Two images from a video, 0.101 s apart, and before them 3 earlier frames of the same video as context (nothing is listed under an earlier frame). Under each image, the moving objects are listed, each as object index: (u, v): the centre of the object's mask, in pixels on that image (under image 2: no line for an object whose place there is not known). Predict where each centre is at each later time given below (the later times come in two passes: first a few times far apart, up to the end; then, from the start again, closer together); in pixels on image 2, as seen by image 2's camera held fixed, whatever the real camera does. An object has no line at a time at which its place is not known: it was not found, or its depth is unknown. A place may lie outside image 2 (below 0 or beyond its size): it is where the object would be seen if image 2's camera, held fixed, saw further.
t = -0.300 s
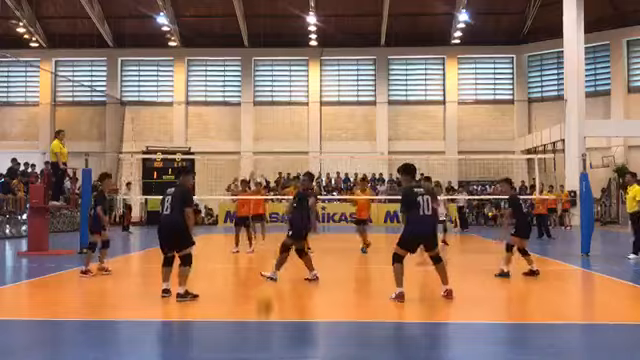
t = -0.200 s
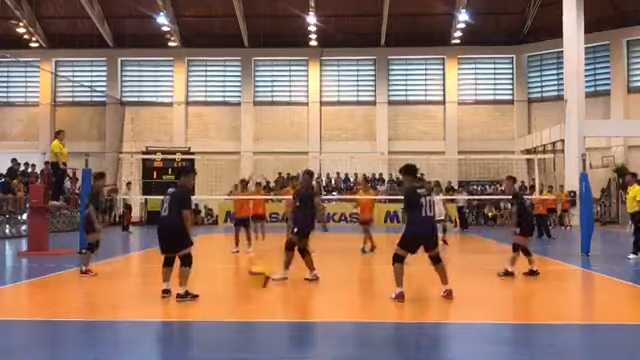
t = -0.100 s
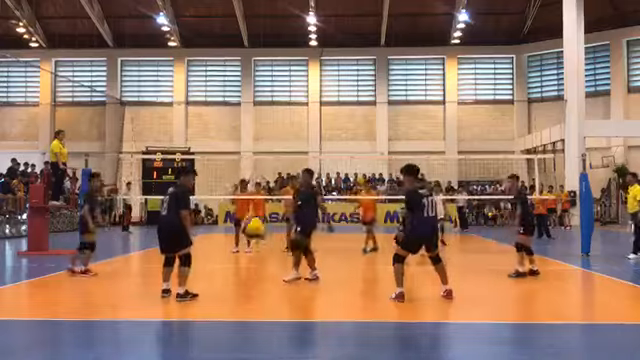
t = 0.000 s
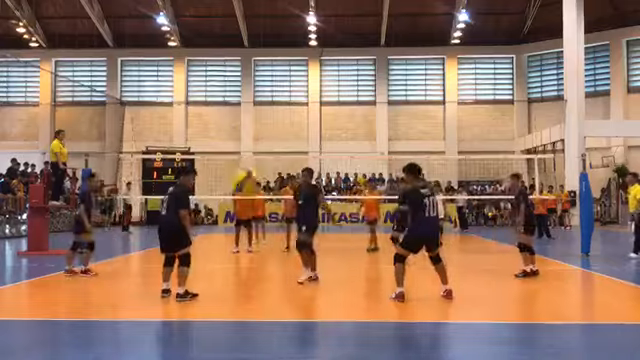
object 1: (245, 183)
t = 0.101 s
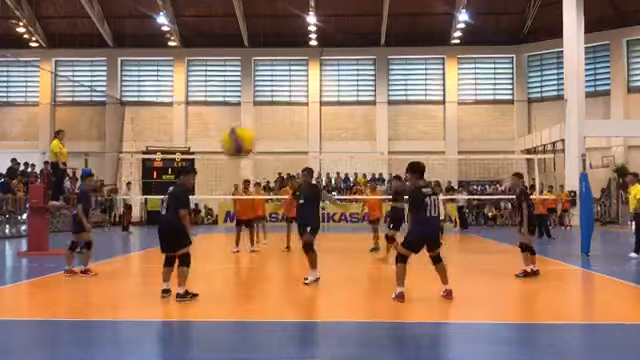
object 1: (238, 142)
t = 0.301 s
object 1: (204, 82)
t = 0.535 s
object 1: (90, 154)
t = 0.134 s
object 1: (232, 130)
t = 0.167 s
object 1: (228, 118)
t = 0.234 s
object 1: (219, 97)
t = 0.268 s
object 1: (212, 89)
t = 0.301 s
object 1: (204, 82)
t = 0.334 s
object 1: (196, 77)
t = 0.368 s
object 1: (187, 75)
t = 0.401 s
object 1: (176, 77)
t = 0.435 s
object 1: (161, 83)
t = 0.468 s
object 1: (143, 96)
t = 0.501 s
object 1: (118, 119)
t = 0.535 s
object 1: (90, 154)
